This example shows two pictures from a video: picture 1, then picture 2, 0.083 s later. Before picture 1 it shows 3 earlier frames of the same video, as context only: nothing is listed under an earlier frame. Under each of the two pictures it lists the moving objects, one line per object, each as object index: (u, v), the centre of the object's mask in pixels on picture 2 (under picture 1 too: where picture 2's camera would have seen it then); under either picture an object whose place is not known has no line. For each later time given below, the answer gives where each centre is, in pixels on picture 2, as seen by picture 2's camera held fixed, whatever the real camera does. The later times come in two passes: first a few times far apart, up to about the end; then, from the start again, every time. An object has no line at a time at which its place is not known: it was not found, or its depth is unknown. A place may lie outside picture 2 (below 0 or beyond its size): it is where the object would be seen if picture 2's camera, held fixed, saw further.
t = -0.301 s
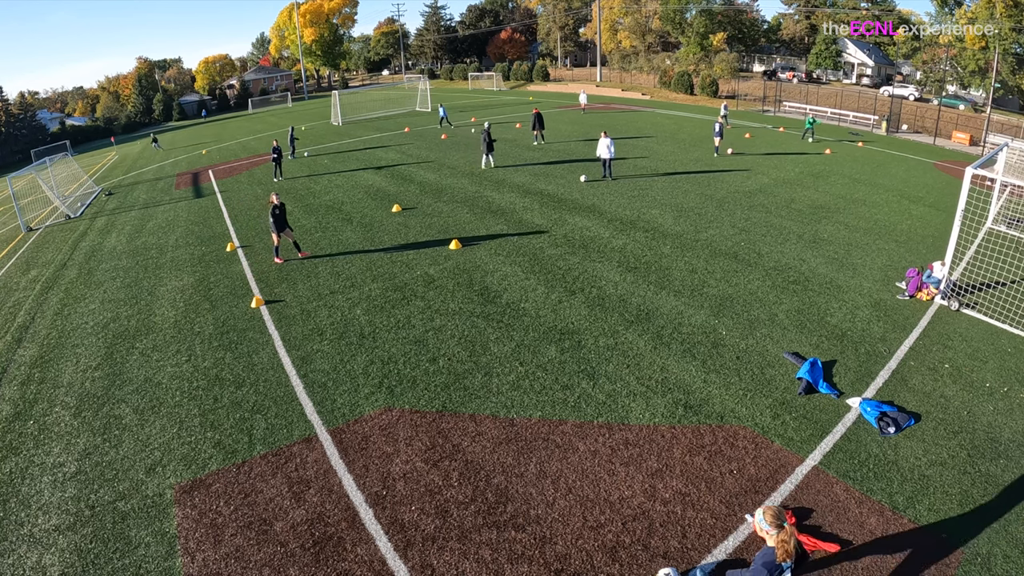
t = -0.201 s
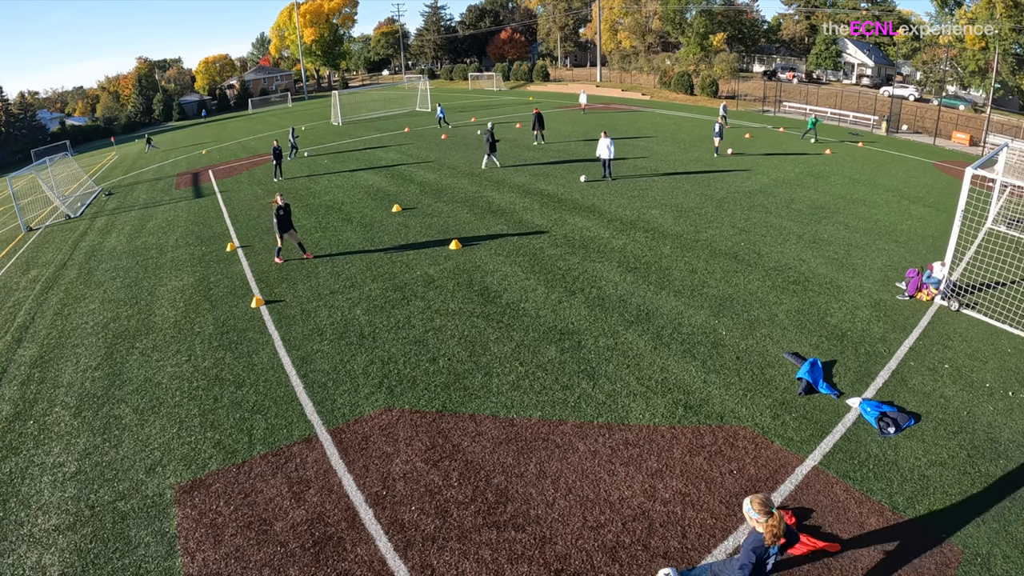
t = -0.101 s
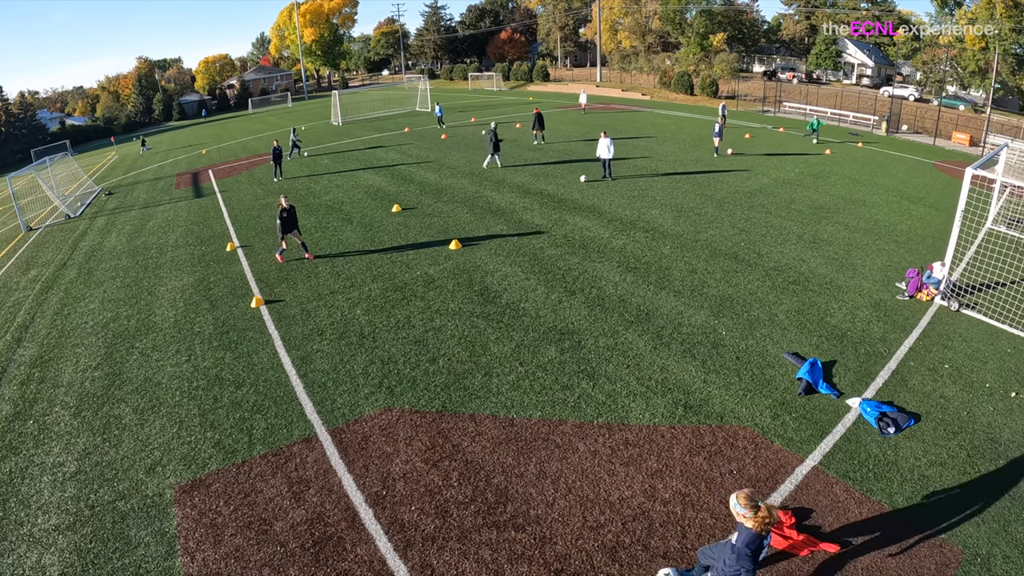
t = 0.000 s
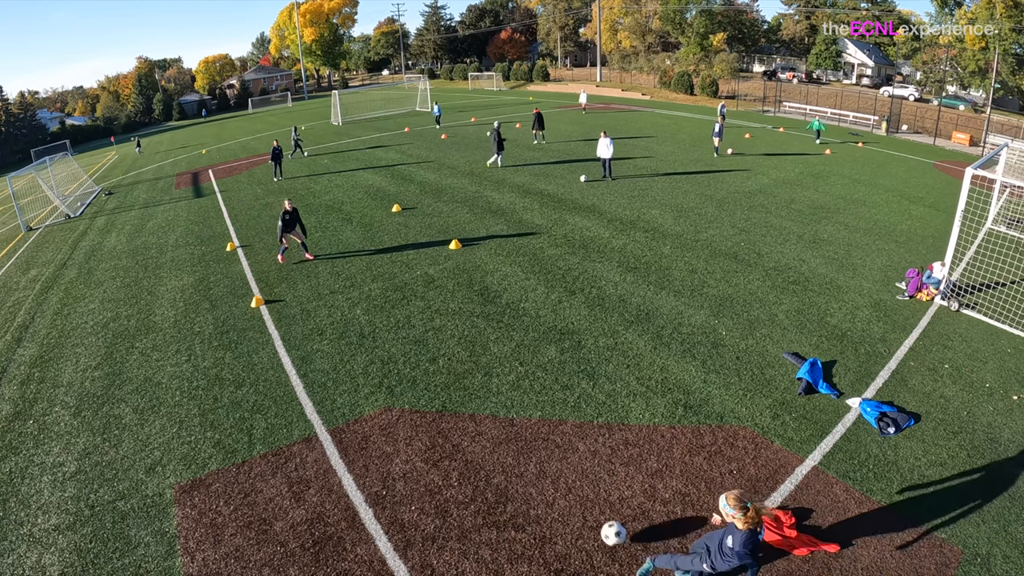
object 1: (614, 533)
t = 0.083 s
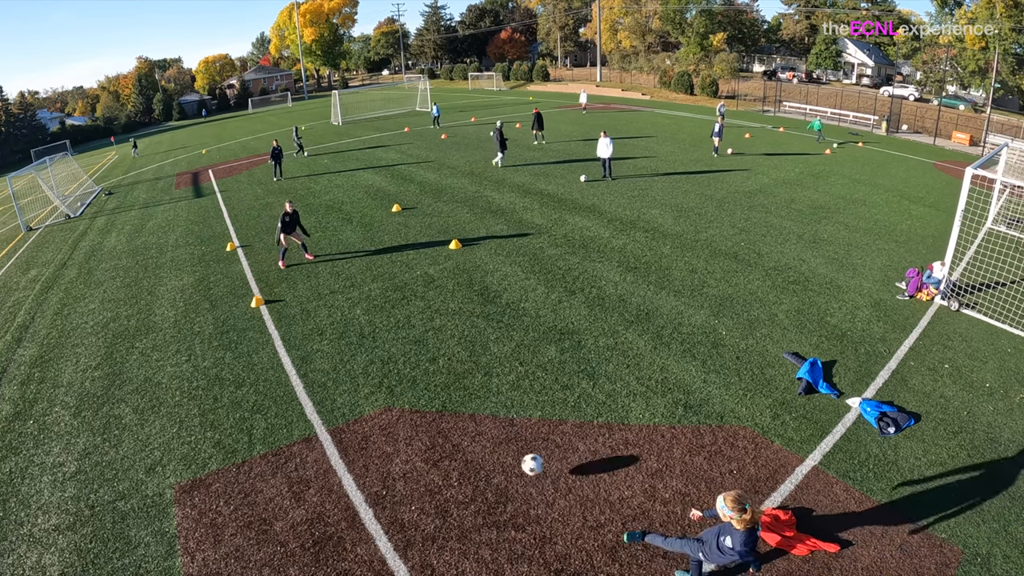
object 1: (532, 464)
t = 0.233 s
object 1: (431, 384)
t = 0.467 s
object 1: (345, 312)
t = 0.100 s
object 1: (519, 453)
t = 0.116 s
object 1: (505, 442)
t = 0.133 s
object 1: (493, 432)
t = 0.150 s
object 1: (481, 423)
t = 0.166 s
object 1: (470, 414)
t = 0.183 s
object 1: (459, 405)
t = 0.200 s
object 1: (449, 398)
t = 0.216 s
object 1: (440, 391)
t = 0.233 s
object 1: (431, 384)
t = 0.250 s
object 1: (422, 378)
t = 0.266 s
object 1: (414, 372)
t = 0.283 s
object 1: (407, 365)
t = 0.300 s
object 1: (400, 358)
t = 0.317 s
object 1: (393, 351)
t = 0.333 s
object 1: (386, 345)
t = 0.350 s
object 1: (380, 339)
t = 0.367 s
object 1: (374, 334)
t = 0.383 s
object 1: (369, 330)
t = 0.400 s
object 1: (364, 326)
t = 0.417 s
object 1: (359, 322)
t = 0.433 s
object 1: (354, 319)
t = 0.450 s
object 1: (350, 315)
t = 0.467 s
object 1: (345, 312)
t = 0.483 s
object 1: (341, 308)
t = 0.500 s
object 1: (338, 304)
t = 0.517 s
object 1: (334, 300)
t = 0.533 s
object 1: (330, 297)
